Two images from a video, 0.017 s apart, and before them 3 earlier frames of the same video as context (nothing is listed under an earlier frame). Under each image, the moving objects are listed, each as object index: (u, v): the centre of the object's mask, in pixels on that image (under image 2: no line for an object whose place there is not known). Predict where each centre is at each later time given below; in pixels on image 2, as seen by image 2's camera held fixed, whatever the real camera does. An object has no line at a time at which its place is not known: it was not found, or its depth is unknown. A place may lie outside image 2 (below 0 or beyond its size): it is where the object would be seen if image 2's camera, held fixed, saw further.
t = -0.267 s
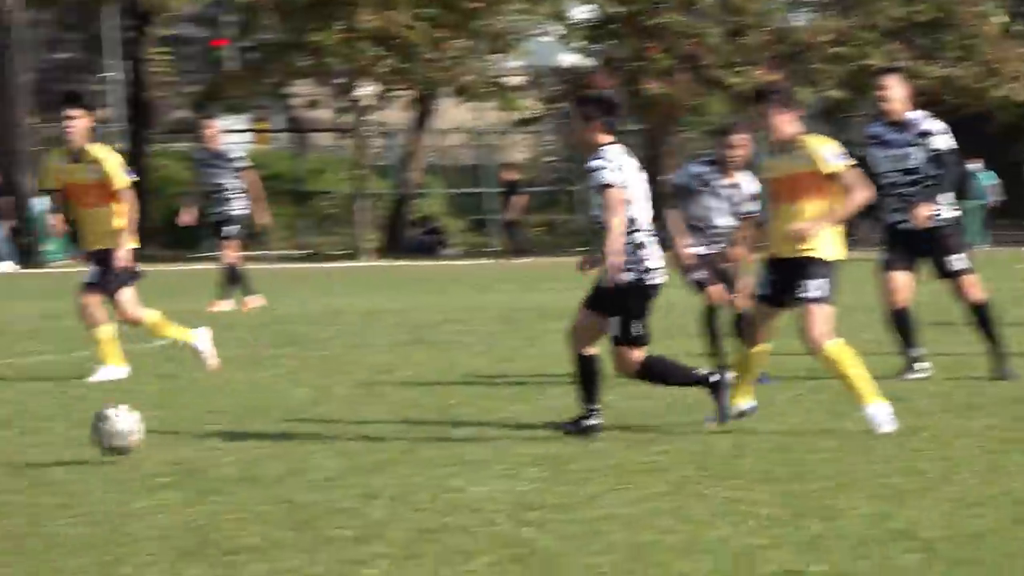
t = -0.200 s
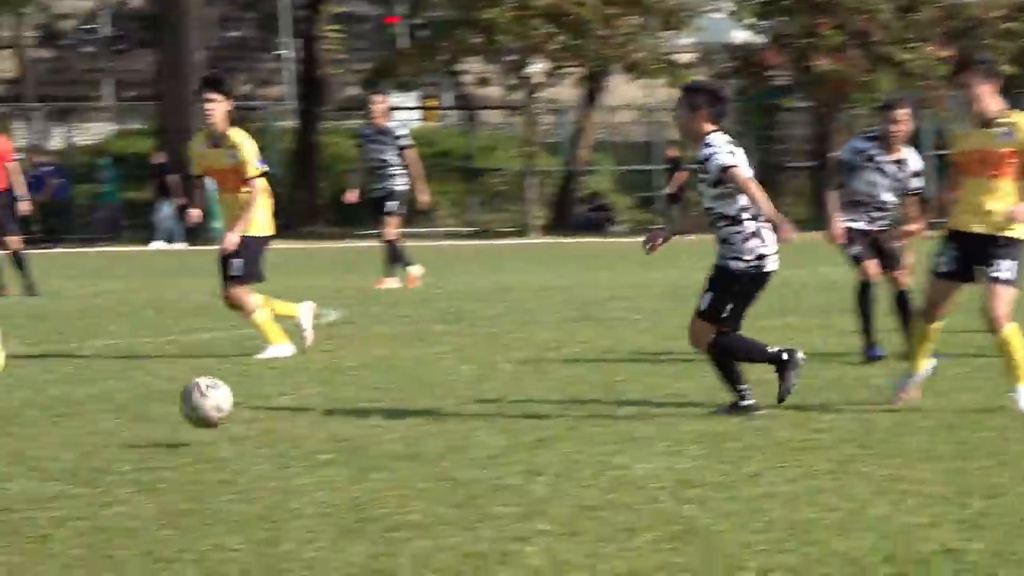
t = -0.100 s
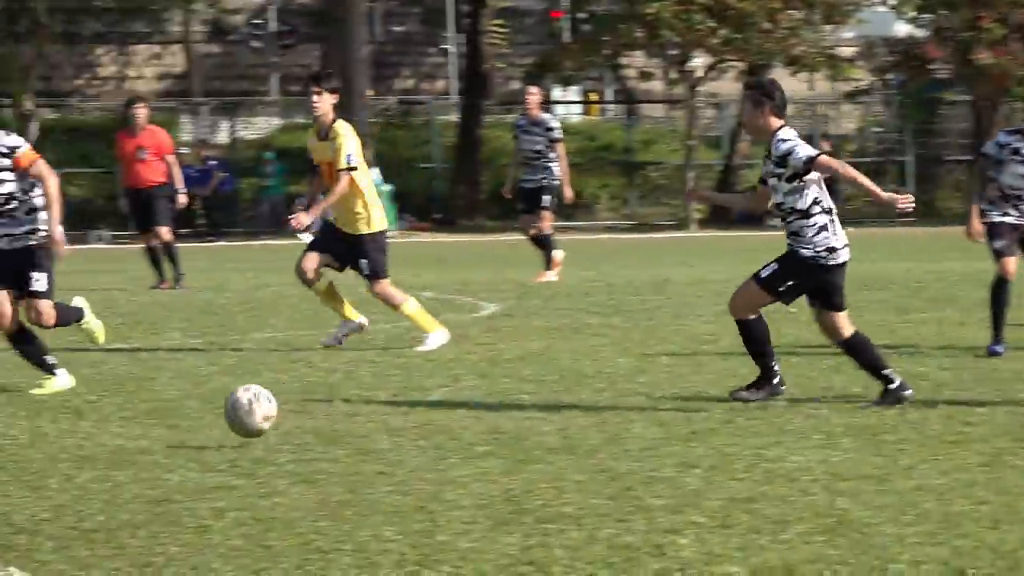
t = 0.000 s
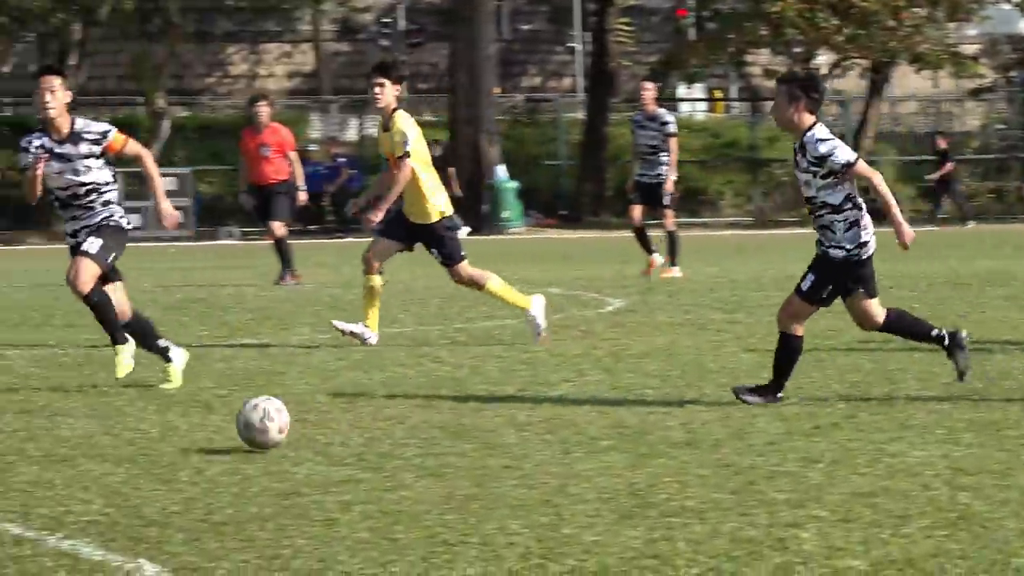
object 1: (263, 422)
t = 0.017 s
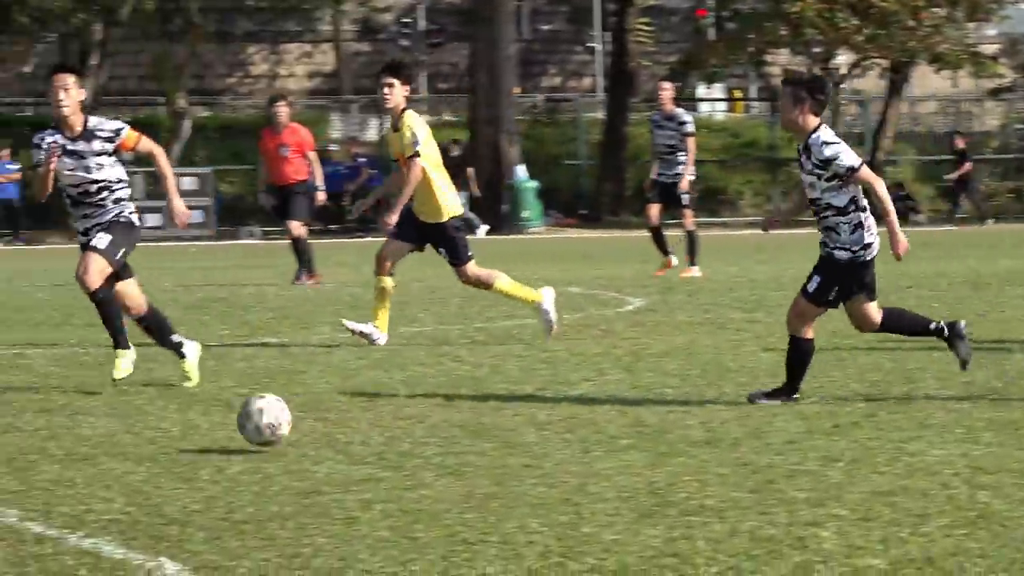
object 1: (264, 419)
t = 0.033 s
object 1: (244, 418)
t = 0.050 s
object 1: (223, 418)
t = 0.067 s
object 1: (202, 419)
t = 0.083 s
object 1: (181, 421)
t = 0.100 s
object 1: (160, 423)
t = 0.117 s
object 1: (139, 427)
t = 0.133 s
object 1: (116, 430)
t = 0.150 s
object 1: (94, 434)
